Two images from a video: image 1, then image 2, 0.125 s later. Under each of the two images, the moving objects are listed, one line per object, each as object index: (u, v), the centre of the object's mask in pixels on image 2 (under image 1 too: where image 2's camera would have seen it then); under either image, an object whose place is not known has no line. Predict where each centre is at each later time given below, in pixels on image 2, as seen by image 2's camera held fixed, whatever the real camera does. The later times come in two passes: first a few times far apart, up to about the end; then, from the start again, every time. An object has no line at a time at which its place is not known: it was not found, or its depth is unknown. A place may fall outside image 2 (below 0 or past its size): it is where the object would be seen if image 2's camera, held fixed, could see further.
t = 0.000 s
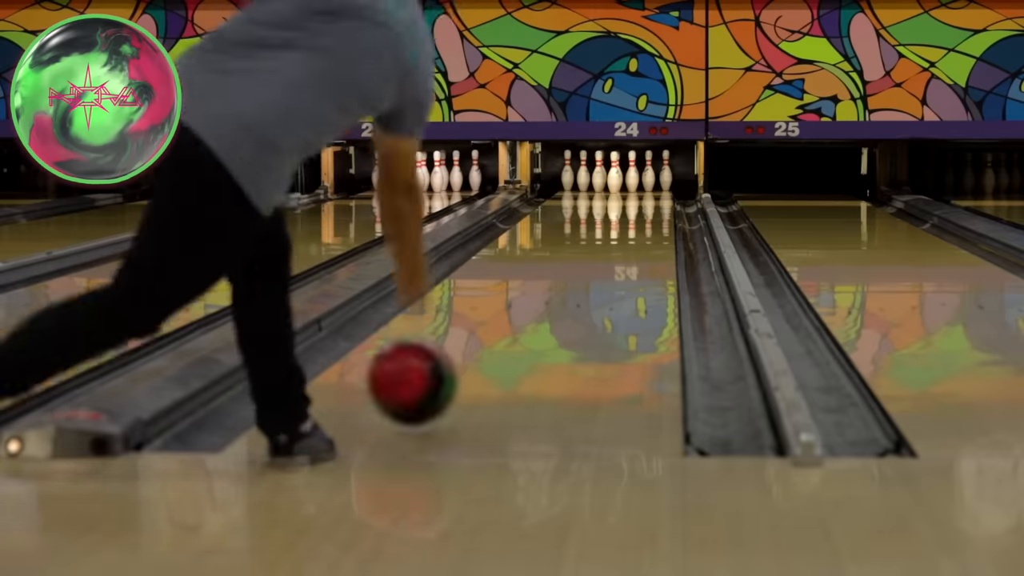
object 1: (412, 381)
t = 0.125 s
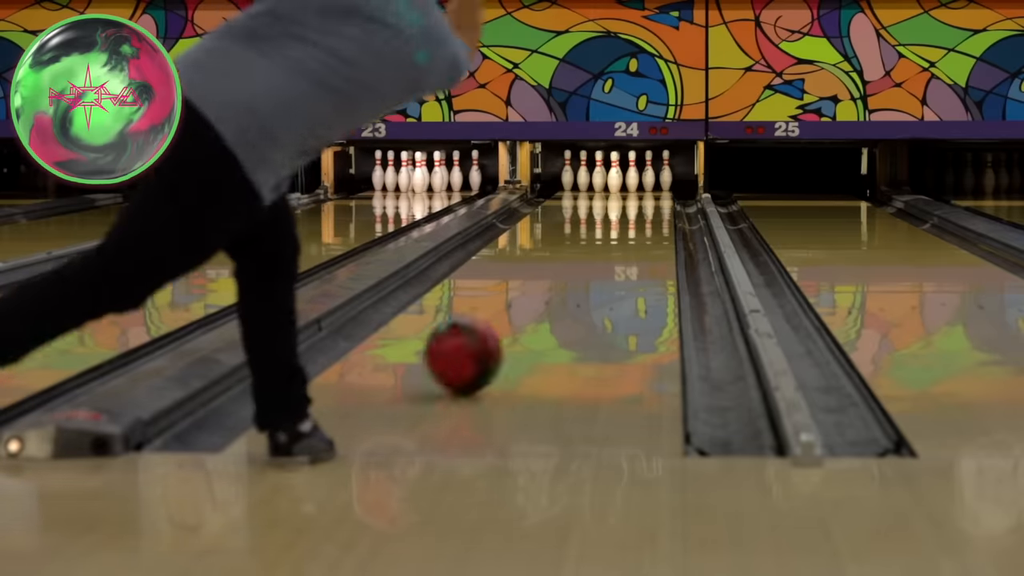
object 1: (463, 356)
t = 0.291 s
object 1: (514, 318)
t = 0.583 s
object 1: (572, 276)
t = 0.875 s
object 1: (608, 247)
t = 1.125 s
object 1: (629, 229)
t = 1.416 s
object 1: (645, 214)
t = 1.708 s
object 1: (652, 203)
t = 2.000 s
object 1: (647, 193)
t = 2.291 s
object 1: (630, 186)
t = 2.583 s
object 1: (614, 180)
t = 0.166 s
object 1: (478, 345)
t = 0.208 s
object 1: (491, 335)
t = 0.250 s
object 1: (503, 326)
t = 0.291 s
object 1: (514, 318)
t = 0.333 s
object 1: (524, 311)
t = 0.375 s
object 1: (534, 303)
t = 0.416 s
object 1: (542, 298)
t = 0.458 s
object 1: (550, 291)
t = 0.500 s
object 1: (558, 286)
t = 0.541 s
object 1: (565, 281)
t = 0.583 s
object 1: (572, 276)
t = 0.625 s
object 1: (578, 271)
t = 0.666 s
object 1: (584, 267)
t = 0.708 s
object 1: (589, 263)
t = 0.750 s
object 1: (594, 258)
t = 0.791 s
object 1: (599, 254)
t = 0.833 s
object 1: (604, 251)
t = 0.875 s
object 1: (608, 247)
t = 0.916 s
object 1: (611, 244)
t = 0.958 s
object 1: (616, 240)
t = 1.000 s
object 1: (620, 237)
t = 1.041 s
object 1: (623, 234)
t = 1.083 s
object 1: (626, 232)
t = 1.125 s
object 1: (629, 229)
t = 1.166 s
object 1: (632, 226)
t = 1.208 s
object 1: (634, 224)
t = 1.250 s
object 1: (637, 222)
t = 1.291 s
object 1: (639, 219)
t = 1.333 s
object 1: (642, 218)
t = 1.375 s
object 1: (643, 216)
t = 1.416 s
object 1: (645, 214)
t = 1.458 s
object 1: (647, 212)
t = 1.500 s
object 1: (648, 211)
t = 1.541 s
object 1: (649, 210)
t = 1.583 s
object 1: (650, 208)
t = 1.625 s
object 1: (651, 206)
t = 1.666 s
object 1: (652, 204)
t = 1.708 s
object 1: (652, 203)
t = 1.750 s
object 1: (652, 201)
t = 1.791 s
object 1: (652, 200)
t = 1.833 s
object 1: (651, 199)
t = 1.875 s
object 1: (650, 198)
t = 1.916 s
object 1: (649, 196)
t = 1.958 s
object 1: (648, 195)
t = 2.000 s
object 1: (647, 193)
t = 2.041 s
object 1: (645, 192)
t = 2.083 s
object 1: (643, 191)
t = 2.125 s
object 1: (640, 190)
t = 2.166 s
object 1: (638, 189)
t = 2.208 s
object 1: (635, 188)
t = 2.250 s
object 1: (632, 187)
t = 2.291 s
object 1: (630, 186)
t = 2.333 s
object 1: (627, 185)
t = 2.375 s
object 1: (624, 184)
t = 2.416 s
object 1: (622, 183)
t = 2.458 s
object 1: (619, 182)
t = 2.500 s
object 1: (618, 182)
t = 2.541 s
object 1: (617, 181)
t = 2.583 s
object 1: (614, 180)
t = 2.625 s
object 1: (611, 179)
